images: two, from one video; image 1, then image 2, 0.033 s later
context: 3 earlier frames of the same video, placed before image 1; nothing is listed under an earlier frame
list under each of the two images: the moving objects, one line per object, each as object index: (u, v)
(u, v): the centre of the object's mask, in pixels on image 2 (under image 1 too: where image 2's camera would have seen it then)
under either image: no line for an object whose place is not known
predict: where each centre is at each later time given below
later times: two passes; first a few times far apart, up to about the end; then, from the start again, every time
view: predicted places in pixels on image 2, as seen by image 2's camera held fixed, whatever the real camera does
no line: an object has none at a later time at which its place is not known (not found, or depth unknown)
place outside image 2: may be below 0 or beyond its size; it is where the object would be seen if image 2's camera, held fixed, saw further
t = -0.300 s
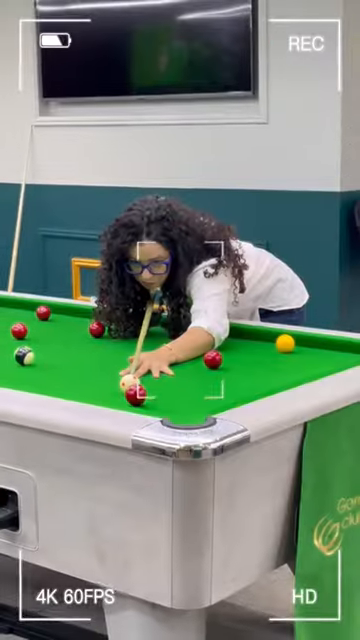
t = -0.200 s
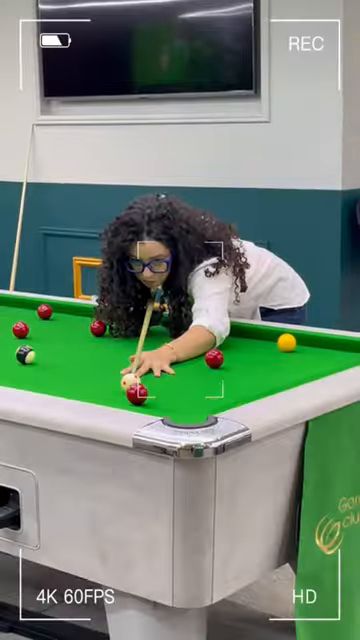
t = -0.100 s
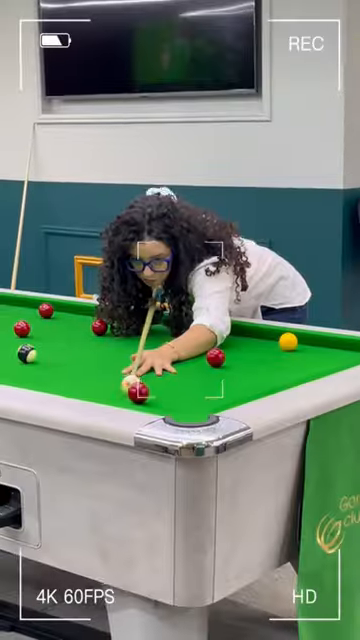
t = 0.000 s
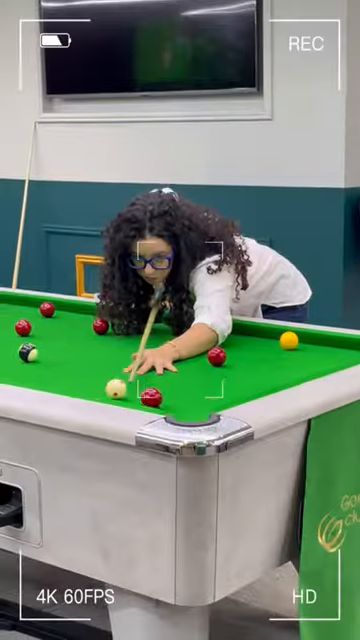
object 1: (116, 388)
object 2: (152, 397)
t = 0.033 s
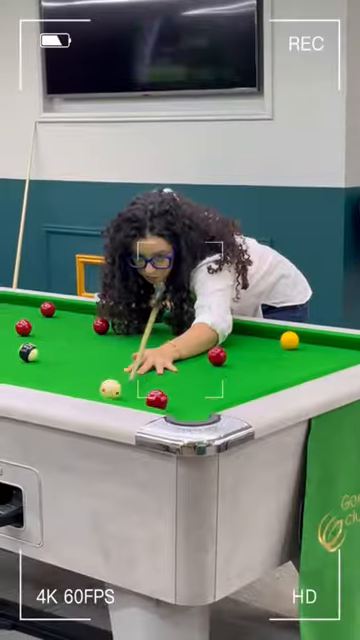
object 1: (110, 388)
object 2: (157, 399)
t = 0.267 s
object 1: (71, 387)
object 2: (189, 414)
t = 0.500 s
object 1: (66, 383)
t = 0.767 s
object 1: (64, 377)
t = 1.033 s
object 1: (63, 370)
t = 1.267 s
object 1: (62, 366)
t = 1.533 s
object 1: (61, 360)
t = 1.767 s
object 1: (60, 357)
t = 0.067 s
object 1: (104, 388)
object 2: (162, 401)
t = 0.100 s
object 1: (98, 388)
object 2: (166, 403)
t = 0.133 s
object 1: (93, 388)
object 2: (171, 406)
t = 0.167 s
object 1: (88, 388)
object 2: (176, 408)
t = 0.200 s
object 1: (81, 387)
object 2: (180, 411)
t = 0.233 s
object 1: (76, 387)
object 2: (184, 413)
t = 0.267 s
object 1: (71, 387)
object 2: (189, 414)
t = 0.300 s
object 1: (67, 386)
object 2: (194, 417)
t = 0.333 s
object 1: (66, 386)
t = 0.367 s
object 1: (67, 386)
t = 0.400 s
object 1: (66, 385)
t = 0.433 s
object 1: (66, 384)
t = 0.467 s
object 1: (66, 383)
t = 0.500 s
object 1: (66, 383)
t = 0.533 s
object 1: (65, 382)
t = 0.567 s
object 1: (65, 381)
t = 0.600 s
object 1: (65, 381)
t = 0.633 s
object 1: (65, 380)
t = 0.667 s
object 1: (65, 380)
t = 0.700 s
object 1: (64, 379)
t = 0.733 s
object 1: (64, 378)
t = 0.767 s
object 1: (64, 377)
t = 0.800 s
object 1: (64, 376)
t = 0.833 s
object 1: (64, 375)
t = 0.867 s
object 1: (64, 374)
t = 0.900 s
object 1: (64, 374)
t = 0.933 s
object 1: (64, 373)
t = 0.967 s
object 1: (64, 372)
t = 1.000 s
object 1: (63, 371)
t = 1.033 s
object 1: (63, 370)
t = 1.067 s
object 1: (63, 370)
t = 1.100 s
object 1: (63, 369)
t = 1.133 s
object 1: (63, 368)
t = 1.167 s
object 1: (63, 367)
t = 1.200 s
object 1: (63, 366)
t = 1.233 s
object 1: (63, 366)
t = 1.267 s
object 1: (62, 366)
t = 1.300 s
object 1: (62, 365)
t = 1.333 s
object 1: (62, 364)
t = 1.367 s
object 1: (62, 363)
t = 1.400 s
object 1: (62, 363)
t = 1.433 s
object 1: (62, 362)
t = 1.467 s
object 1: (61, 362)
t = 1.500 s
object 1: (61, 361)
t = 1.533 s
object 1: (61, 360)
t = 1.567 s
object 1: (61, 360)
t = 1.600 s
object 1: (61, 359)
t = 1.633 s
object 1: (61, 359)
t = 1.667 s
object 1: (61, 358)
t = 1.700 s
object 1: (61, 358)
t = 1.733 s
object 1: (61, 357)
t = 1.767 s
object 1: (60, 357)
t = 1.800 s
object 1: (61, 356)
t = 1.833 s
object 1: (60, 356)
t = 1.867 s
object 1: (60, 355)
